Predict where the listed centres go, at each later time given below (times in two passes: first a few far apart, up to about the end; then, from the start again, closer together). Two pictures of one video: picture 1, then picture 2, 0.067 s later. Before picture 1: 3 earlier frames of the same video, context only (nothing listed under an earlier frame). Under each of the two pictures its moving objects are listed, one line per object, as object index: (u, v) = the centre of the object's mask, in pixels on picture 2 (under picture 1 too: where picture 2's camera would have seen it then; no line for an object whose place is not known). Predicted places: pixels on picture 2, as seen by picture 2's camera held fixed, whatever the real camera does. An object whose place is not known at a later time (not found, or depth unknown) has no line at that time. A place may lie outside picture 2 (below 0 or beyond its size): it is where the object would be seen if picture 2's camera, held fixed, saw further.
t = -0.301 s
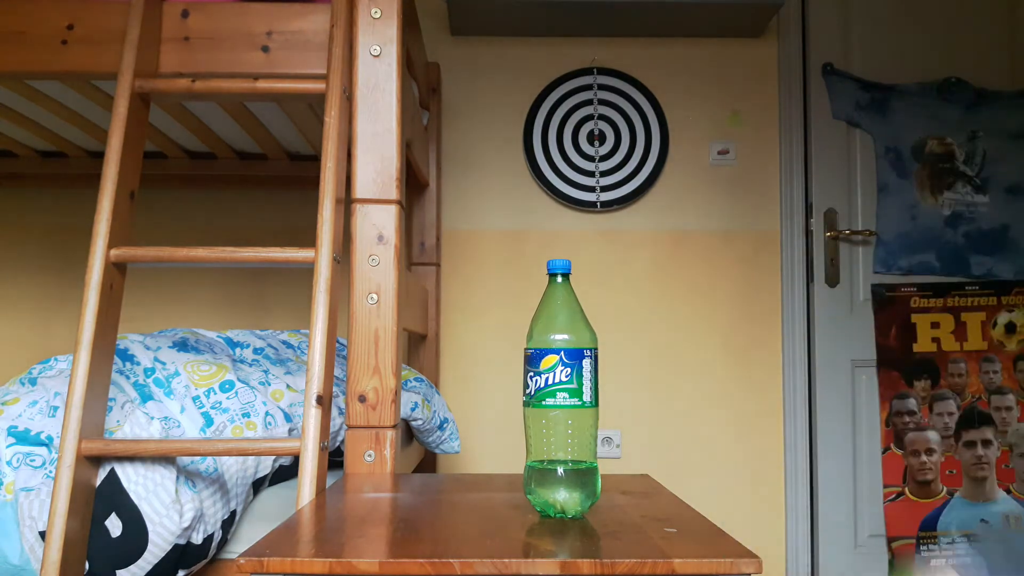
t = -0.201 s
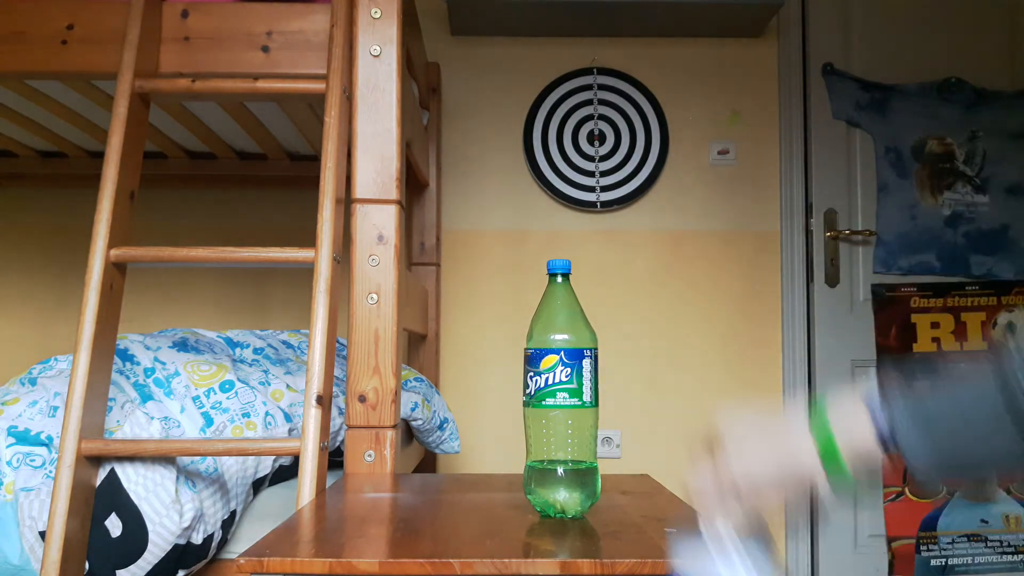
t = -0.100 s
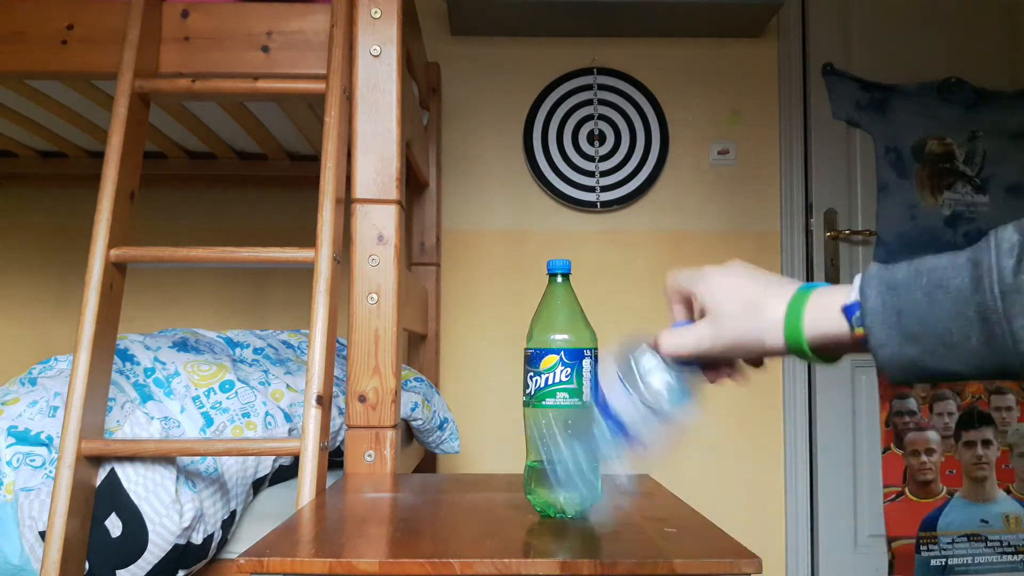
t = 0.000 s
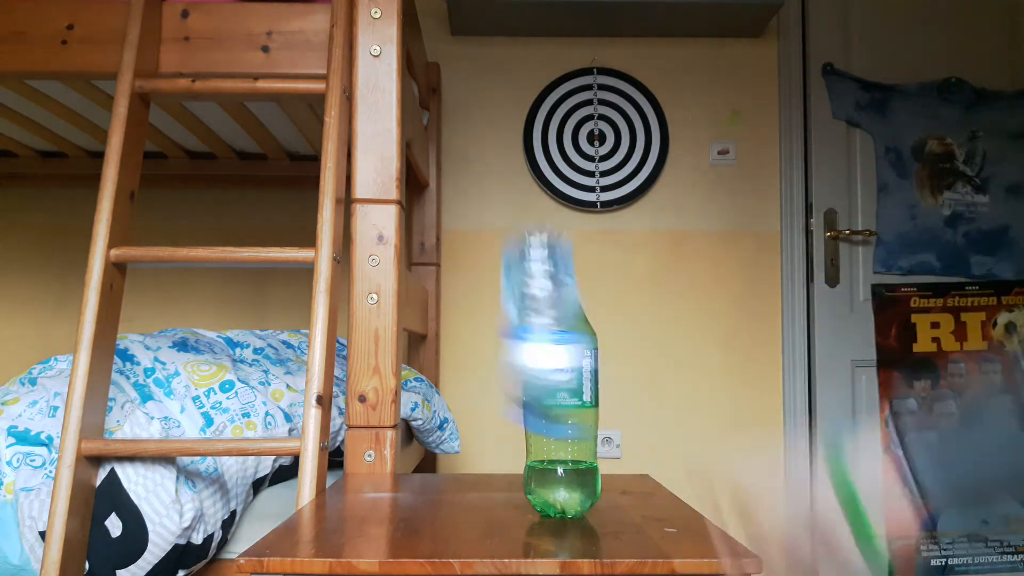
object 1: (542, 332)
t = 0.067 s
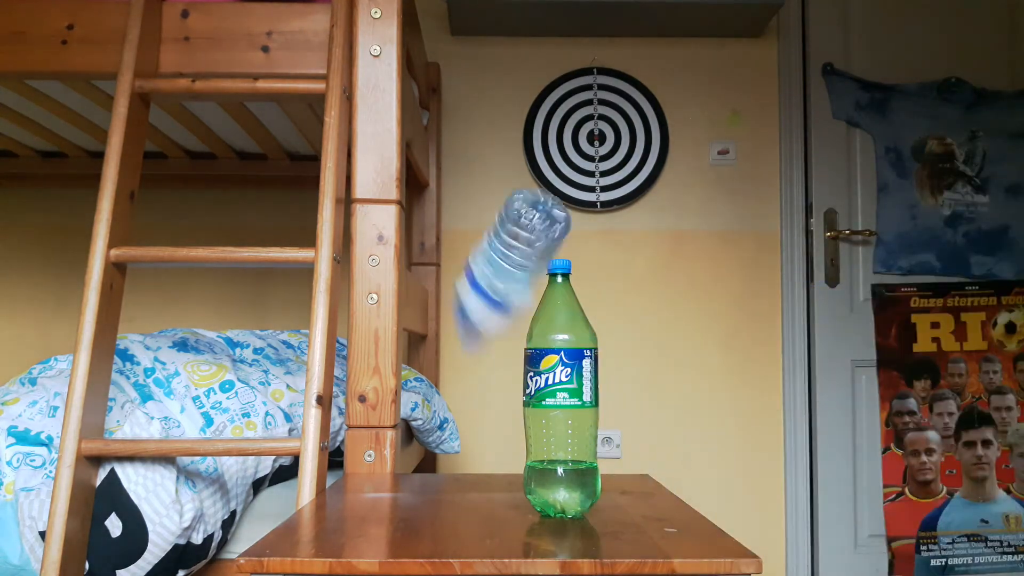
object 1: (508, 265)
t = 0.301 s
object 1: (452, 417)
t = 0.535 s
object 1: (428, 459)
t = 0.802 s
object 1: (417, 478)
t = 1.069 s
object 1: (418, 478)
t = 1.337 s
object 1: (417, 478)
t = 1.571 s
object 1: (416, 478)
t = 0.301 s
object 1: (452, 417)
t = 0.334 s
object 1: (445, 447)
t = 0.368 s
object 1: (441, 444)
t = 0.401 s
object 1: (438, 443)
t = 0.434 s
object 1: (435, 442)
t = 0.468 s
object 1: (432, 444)
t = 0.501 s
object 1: (430, 449)
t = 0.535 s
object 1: (428, 459)
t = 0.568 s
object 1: (426, 471)
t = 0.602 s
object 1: (426, 477)
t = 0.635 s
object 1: (423, 478)
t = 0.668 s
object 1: (421, 478)
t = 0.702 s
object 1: (419, 478)
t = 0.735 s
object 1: (417, 478)
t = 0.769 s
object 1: (417, 478)
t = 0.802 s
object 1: (417, 478)
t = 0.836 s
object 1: (417, 478)
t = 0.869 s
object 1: (416, 478)
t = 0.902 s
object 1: (415, 478)
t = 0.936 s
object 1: (414, 478)
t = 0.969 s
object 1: (414, 478)
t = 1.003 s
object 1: (415, 478)
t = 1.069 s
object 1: (418, 478)
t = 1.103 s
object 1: (418, 478)
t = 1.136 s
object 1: (418, 478)
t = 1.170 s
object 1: (418, 478)
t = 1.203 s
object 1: (419, 478)
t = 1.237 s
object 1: (419, 478)
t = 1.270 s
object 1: (419, 478)
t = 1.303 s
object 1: (419, 478)
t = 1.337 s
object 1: (417, 478)
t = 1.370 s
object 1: (417, 478)
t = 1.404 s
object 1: (417, 478)
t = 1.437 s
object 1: (417, 478)
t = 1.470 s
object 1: (416, 478)
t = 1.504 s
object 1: (416, 478)
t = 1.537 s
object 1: (415, 478)
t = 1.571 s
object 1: (416, 478)
